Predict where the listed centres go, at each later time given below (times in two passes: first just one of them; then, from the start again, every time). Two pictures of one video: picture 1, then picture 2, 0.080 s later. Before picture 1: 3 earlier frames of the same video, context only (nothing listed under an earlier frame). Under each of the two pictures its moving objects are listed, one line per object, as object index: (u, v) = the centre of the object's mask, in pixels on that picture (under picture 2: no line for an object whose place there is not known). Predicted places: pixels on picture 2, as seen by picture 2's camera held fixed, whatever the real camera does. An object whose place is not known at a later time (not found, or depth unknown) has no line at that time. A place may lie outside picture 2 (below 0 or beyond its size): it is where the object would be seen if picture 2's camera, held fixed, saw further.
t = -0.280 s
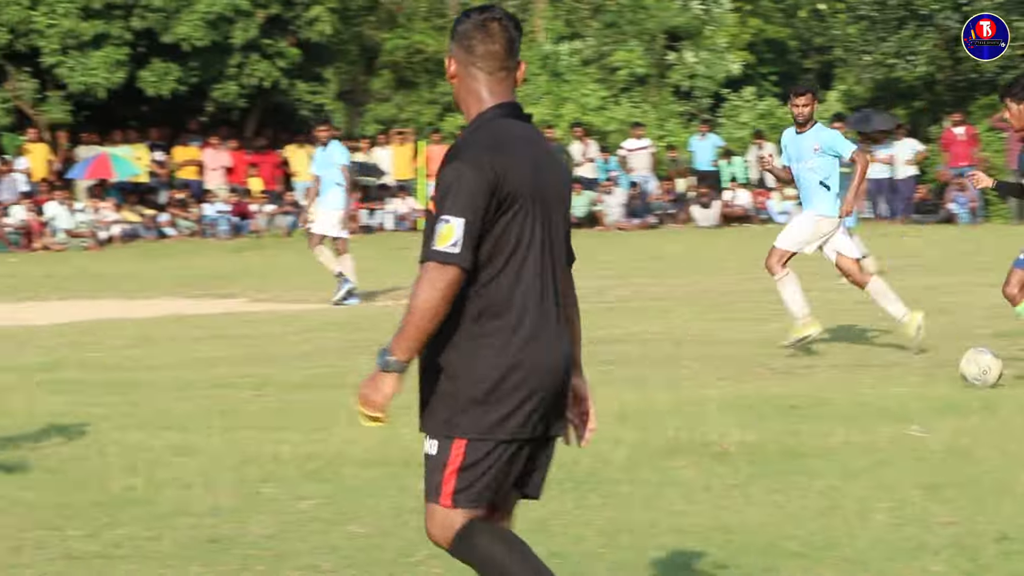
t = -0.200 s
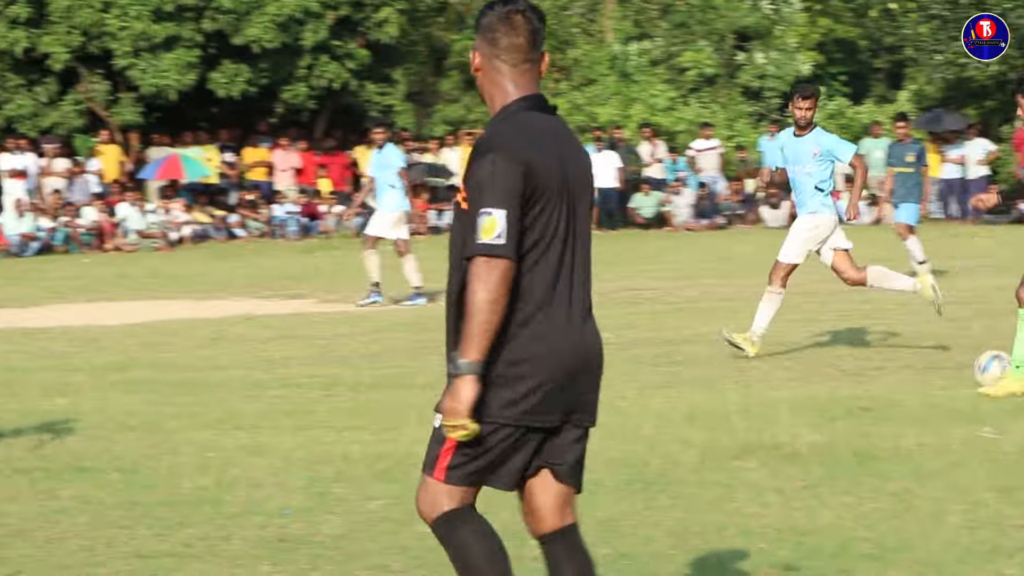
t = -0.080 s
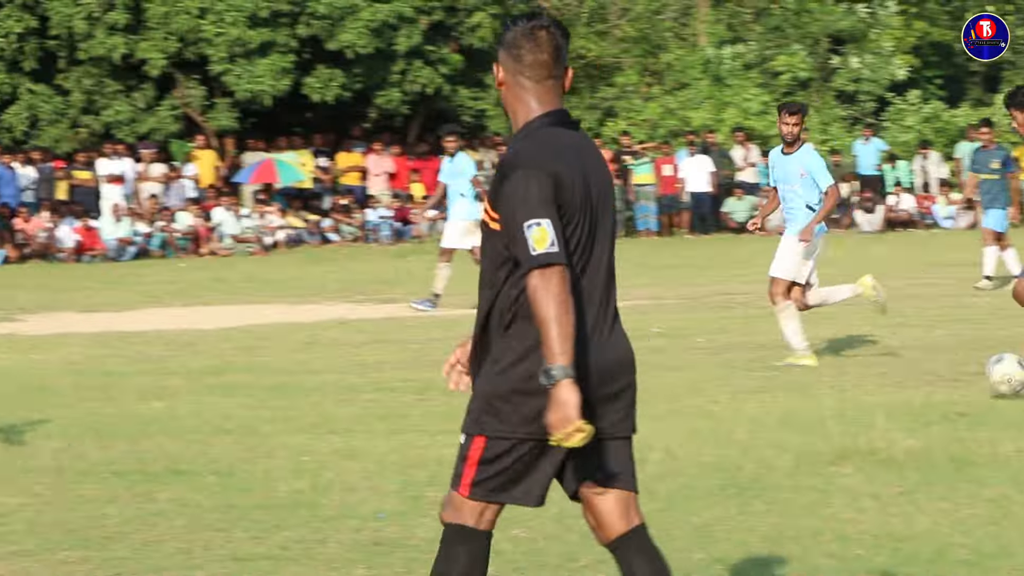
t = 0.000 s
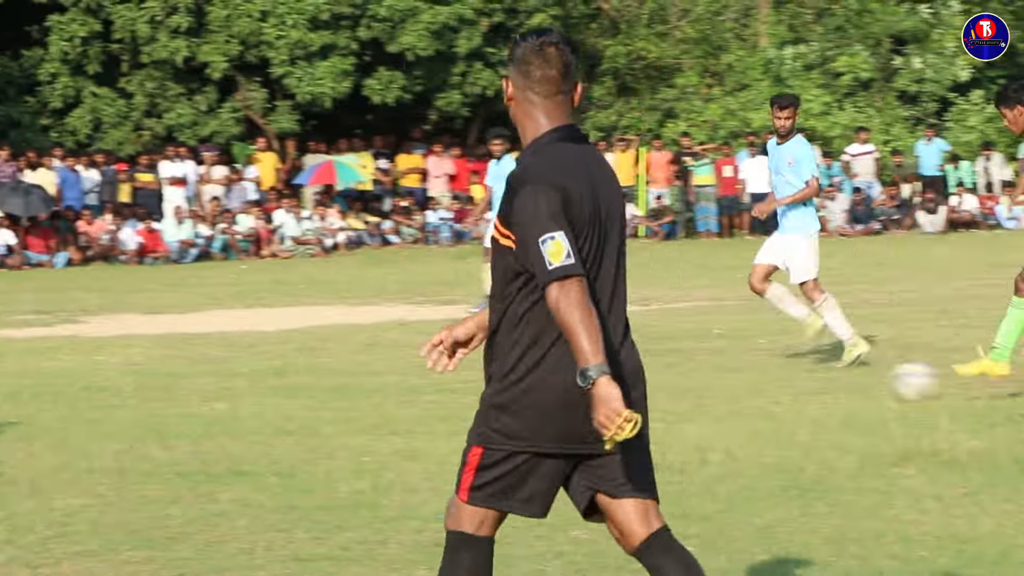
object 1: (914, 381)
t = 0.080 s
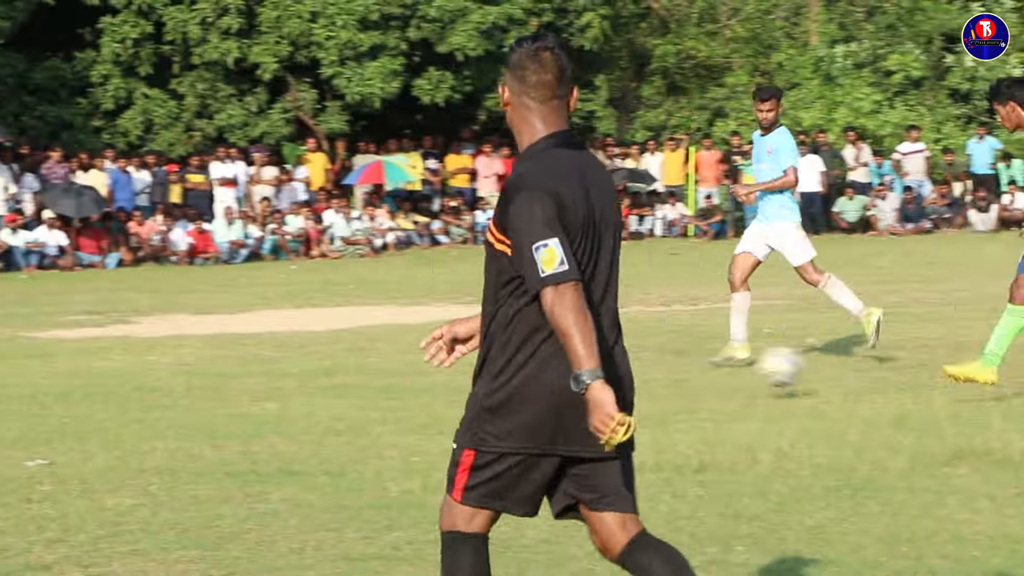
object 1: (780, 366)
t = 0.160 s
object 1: (604, 364)
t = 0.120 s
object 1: (689, 361)
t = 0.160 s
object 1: (604, 364)
